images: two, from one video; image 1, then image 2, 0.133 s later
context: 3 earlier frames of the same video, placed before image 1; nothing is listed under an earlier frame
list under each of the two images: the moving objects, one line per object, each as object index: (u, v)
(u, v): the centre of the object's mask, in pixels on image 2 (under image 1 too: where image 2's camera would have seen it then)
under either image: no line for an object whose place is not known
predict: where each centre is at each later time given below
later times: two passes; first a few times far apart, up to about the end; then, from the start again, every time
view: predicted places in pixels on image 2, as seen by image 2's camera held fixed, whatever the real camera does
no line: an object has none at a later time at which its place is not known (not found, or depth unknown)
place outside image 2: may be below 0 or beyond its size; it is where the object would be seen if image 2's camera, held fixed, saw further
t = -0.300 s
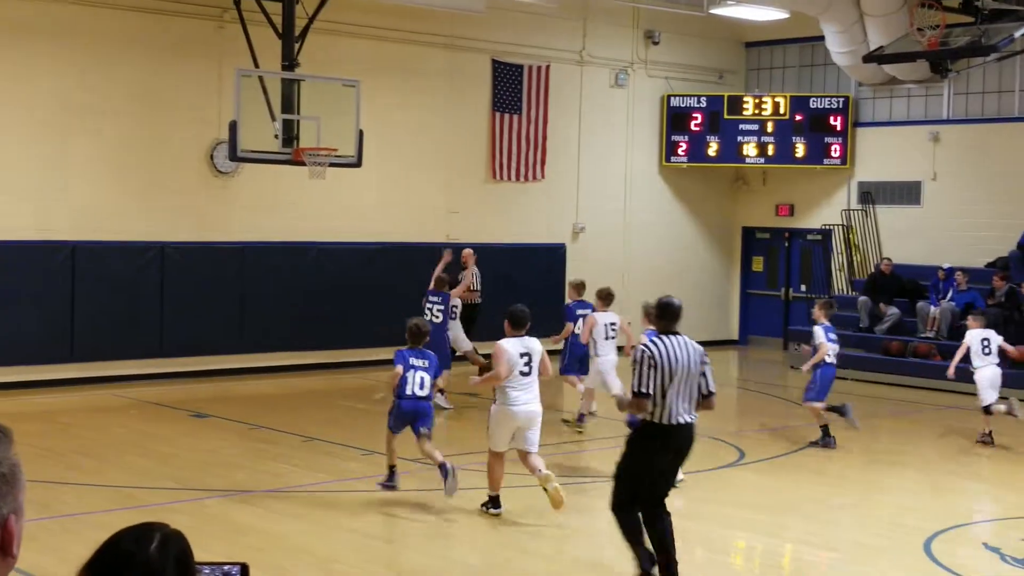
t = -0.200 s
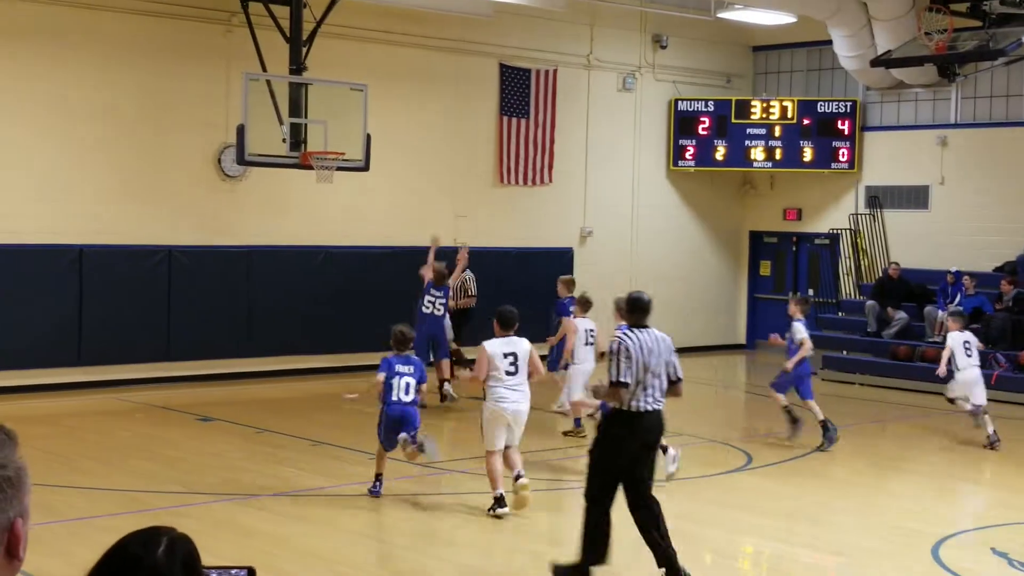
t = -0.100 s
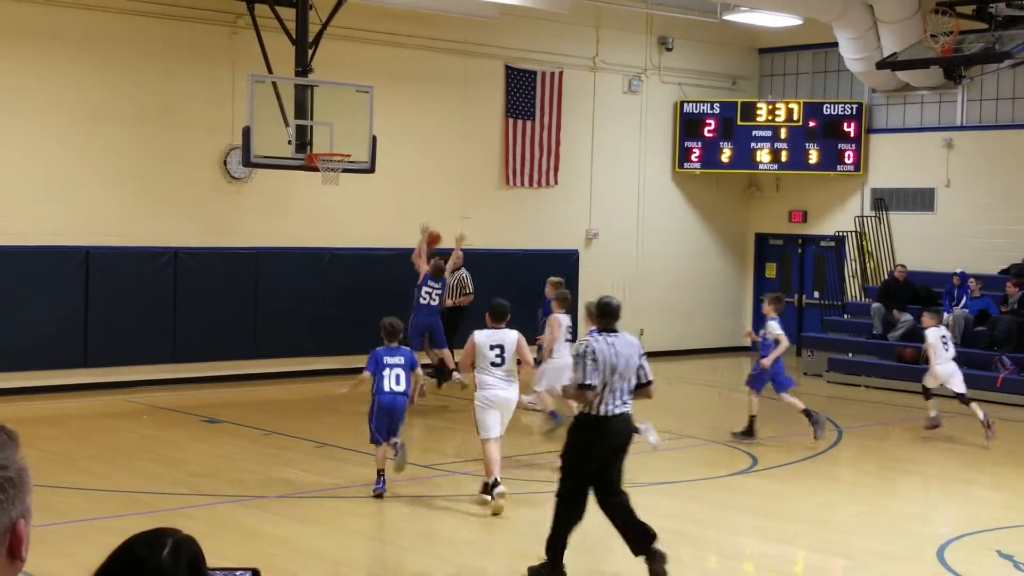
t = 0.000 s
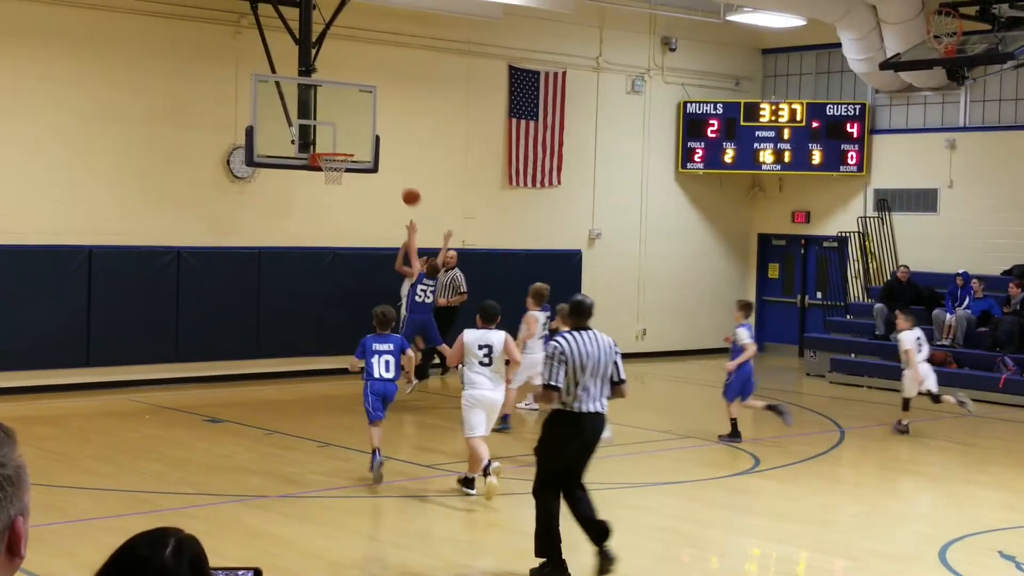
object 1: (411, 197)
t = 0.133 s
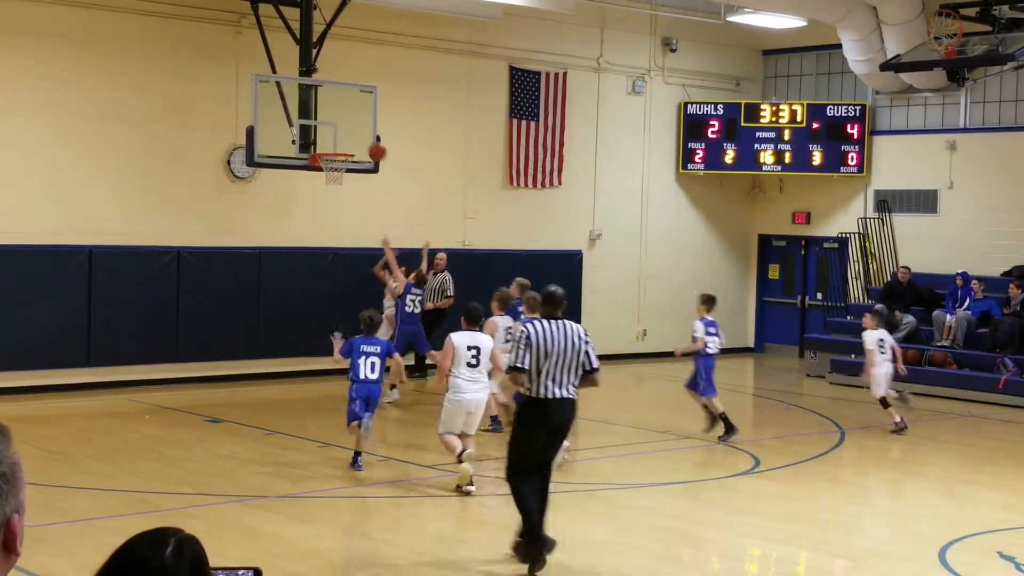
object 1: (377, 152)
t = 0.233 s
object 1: (350, 128)
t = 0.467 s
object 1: (339, 114)
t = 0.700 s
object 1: (335, 147)
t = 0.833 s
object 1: (332, 188)
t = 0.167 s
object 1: (367, 143)
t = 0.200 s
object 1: (359, 135)
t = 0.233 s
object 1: (350, 128)
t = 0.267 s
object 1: (342, 121)
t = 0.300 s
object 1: (341, 118)
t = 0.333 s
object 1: (341, 115)
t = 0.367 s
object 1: (340, 114)
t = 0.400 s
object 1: (340, 113)
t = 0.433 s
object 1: (340, 113)
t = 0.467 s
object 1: (339, 114)
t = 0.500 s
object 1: (339, 116)
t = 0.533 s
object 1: (338, 119)
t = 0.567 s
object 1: (337, 123)
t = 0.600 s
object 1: (337, 128)
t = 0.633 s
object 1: (336, 133)
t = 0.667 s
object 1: (335, 140)
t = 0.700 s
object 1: (335, 147)
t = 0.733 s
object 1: (334, 156)
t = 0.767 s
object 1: (333, 165)
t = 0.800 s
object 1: (333, 177)
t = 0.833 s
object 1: (332, 188)
